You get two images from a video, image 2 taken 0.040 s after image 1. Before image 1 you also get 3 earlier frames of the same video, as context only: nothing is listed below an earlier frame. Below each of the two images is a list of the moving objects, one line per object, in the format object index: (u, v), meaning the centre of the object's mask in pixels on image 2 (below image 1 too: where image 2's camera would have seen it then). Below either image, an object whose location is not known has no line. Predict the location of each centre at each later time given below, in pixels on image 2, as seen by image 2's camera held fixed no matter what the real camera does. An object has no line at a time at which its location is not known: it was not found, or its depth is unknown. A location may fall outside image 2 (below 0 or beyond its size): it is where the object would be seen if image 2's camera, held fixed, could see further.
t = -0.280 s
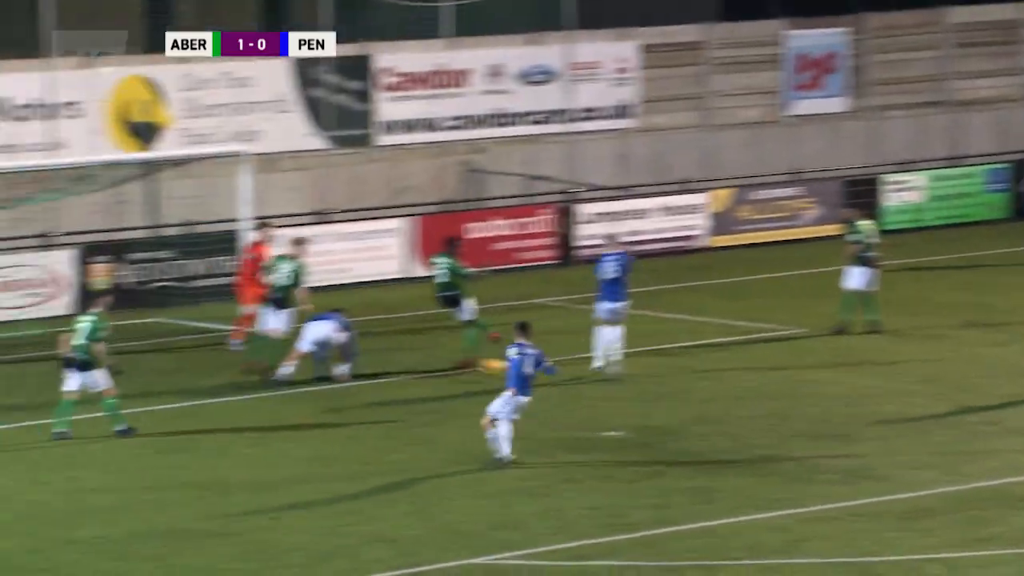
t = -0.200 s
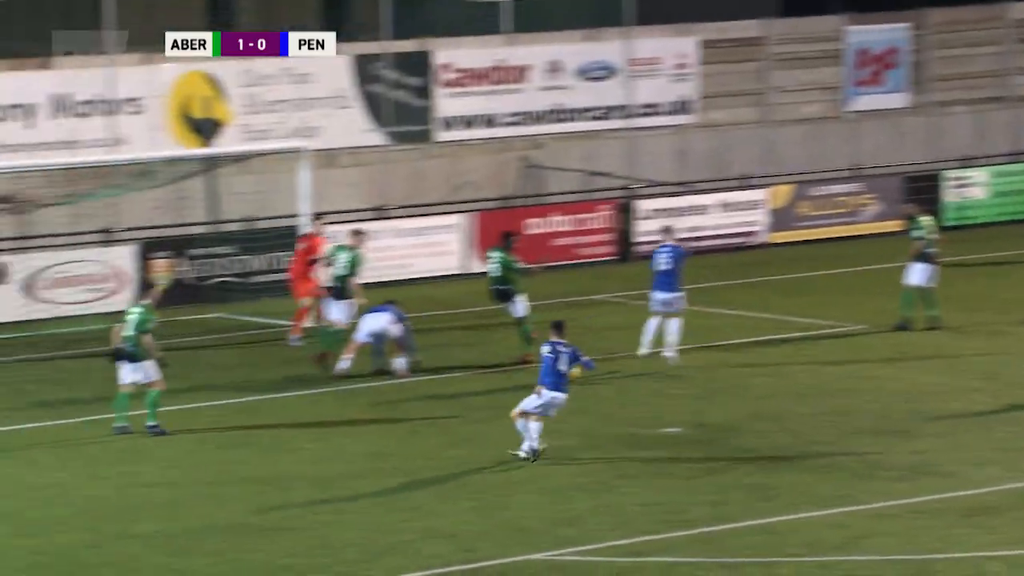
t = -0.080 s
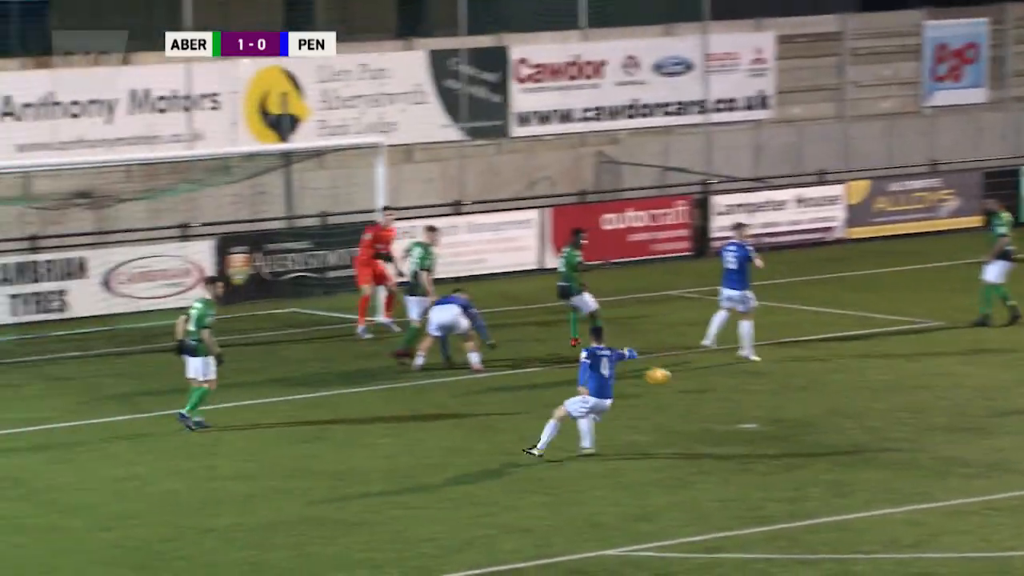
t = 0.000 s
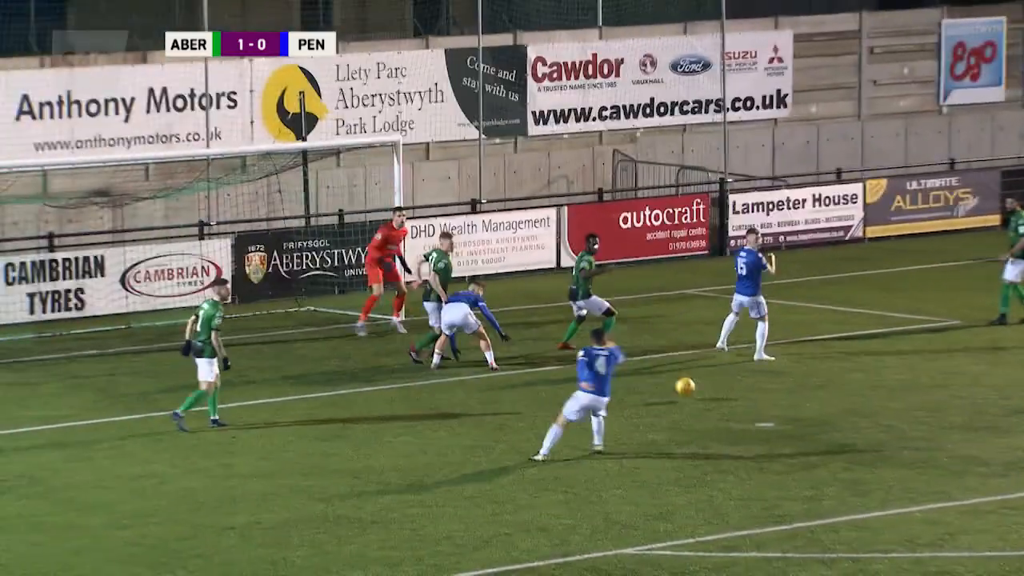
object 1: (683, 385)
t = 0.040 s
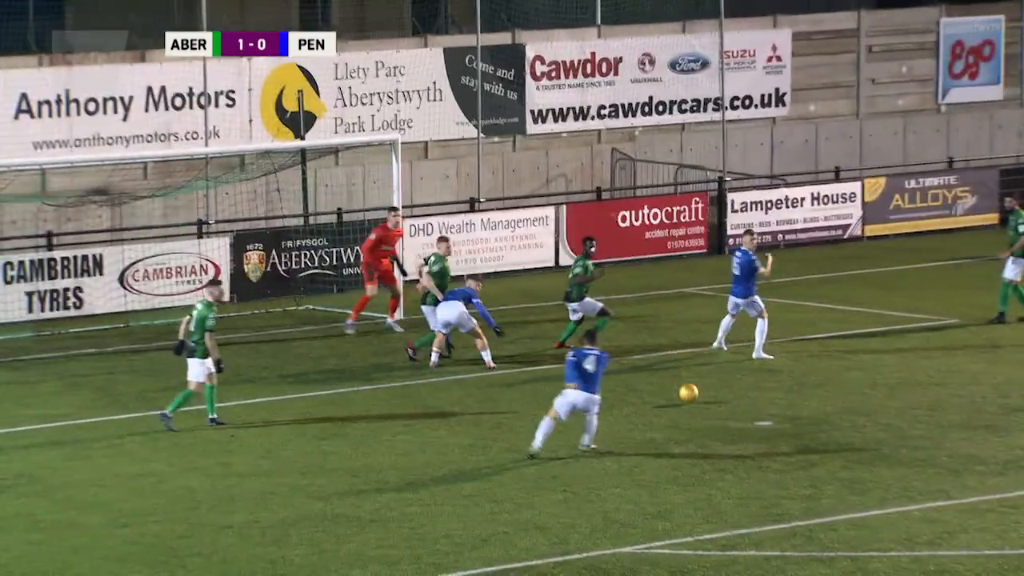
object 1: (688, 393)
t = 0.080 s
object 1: (693, 398)
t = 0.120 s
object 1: (696, 399)
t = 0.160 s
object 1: (699, 400)
